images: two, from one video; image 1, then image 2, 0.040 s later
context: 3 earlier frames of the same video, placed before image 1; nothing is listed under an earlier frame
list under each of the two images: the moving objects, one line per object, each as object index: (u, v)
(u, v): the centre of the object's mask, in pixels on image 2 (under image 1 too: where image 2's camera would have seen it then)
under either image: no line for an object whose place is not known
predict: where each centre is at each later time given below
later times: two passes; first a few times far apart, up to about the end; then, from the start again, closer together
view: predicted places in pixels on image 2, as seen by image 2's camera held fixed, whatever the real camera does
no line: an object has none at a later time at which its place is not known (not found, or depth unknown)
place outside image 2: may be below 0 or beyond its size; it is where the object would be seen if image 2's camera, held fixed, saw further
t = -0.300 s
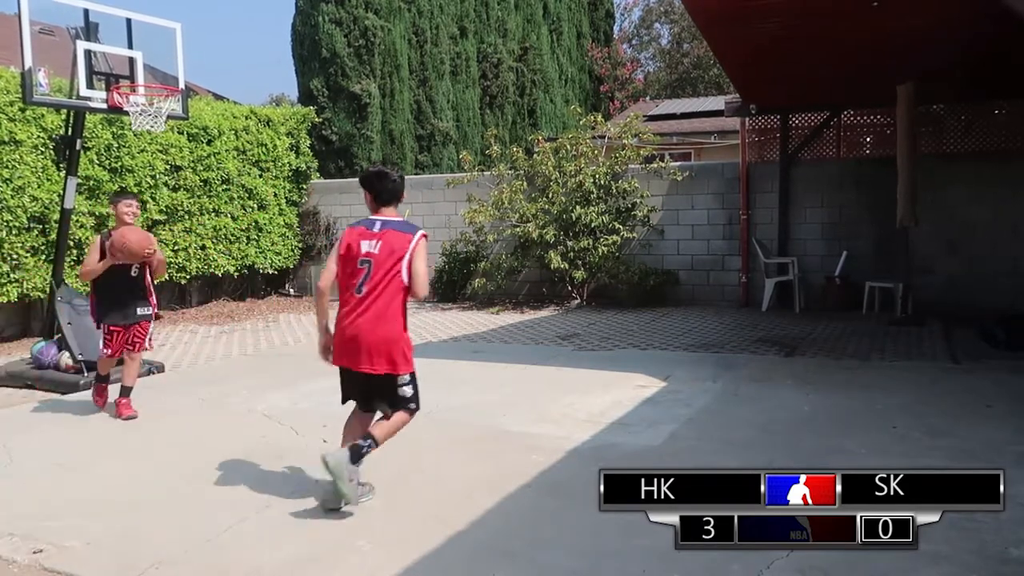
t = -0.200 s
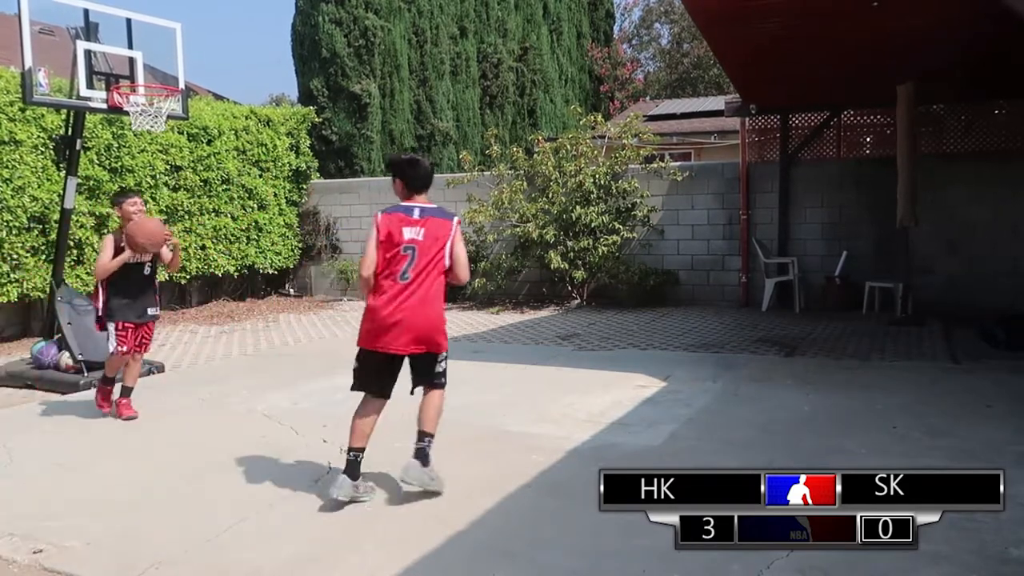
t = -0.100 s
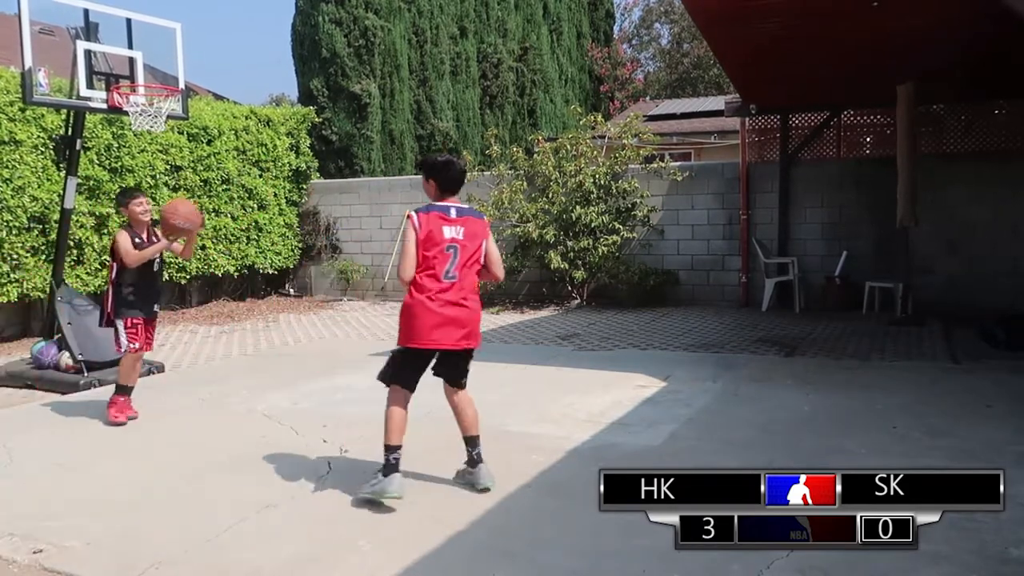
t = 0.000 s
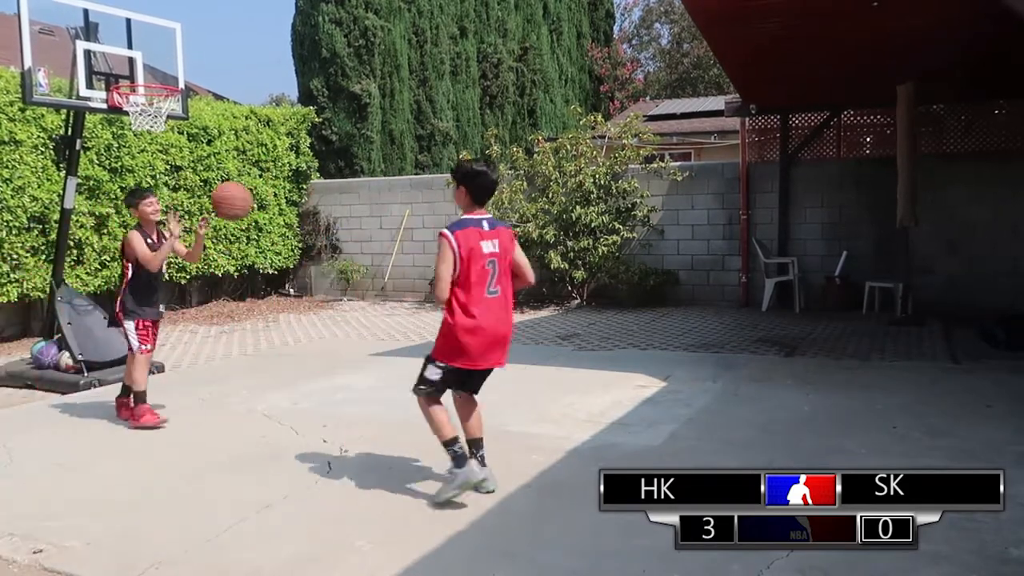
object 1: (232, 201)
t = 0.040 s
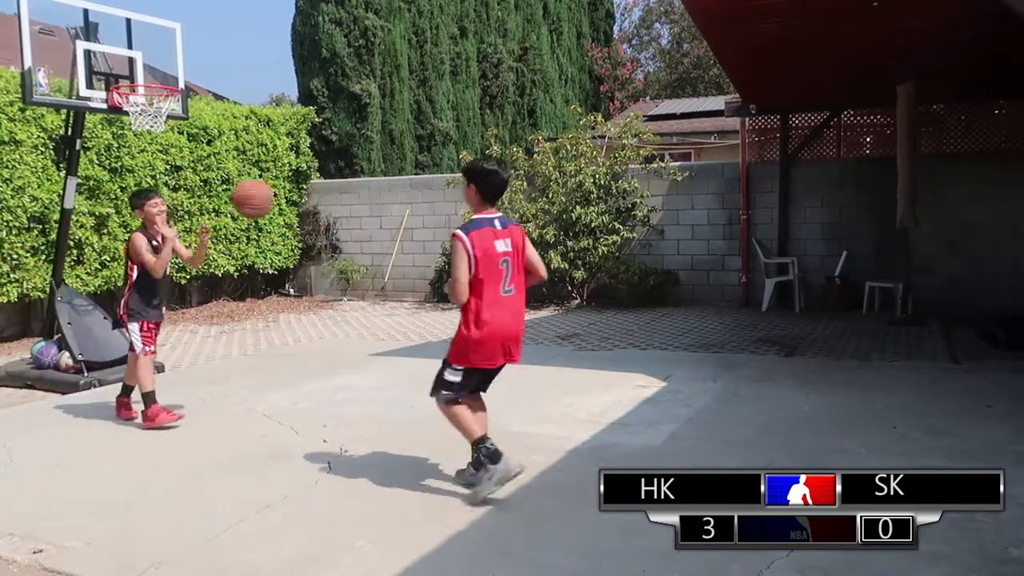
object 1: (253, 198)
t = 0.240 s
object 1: (365, 230)
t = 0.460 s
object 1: (499, 348)
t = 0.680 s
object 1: (601, 337)
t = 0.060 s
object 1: (264, 198)
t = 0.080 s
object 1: (275, 199)
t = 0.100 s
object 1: (286, 201)
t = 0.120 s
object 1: (298, 203)
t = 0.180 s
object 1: (330, 213)
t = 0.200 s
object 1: (342, 218)
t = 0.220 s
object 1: (354, 224)
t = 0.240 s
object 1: (365, 230)
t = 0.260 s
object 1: (376, 237)
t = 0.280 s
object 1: (388, 244)
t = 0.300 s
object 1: (401, 253)
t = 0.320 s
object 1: (414, 262)
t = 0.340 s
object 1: (426, 273)
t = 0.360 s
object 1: (438, 283)
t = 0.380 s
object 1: (450, 294)
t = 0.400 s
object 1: (462, 307)
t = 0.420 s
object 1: (474, 320)
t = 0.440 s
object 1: (487, 334)
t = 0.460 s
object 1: (499, 348)
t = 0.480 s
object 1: (511, 364)
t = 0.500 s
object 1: (524, 380)
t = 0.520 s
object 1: (536, 398)
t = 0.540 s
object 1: (548, 416)
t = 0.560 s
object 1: (556, 408)
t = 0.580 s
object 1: (564, 395)
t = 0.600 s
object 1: (571, 382)
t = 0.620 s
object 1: (578, 370)
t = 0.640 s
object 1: (586, 358)
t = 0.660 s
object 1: (593, 347)
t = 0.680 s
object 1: (601, 337)
